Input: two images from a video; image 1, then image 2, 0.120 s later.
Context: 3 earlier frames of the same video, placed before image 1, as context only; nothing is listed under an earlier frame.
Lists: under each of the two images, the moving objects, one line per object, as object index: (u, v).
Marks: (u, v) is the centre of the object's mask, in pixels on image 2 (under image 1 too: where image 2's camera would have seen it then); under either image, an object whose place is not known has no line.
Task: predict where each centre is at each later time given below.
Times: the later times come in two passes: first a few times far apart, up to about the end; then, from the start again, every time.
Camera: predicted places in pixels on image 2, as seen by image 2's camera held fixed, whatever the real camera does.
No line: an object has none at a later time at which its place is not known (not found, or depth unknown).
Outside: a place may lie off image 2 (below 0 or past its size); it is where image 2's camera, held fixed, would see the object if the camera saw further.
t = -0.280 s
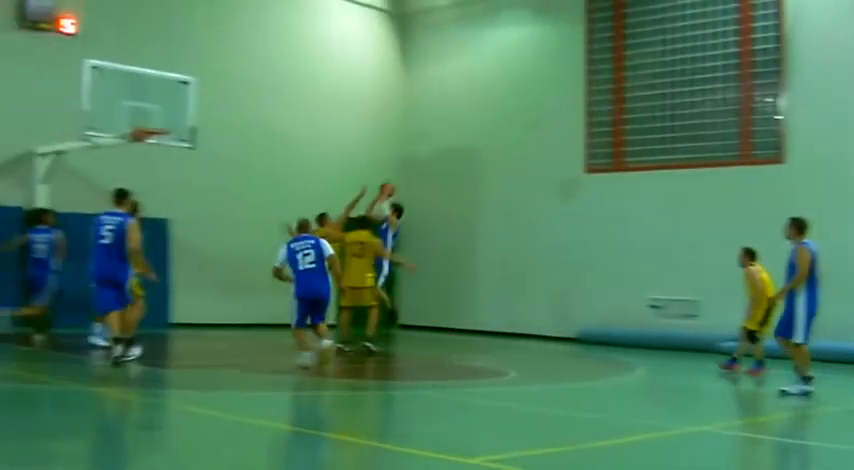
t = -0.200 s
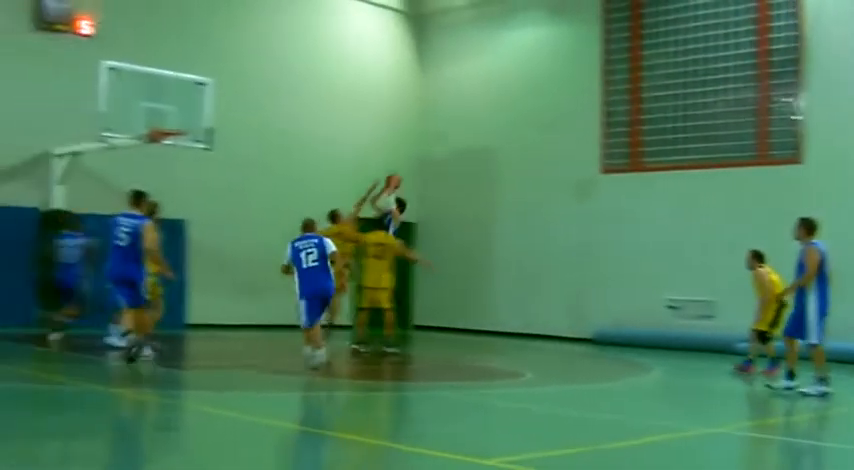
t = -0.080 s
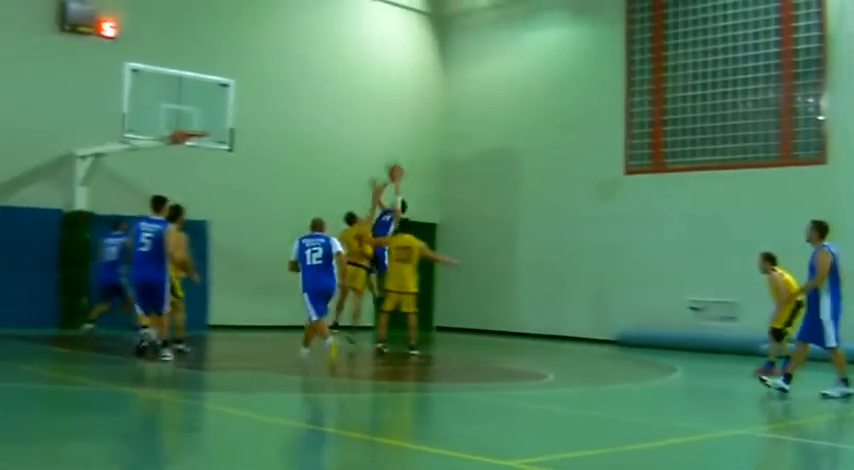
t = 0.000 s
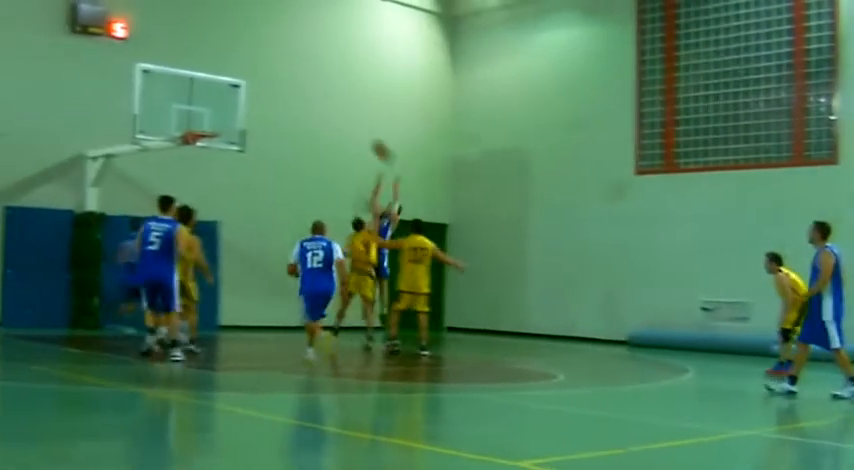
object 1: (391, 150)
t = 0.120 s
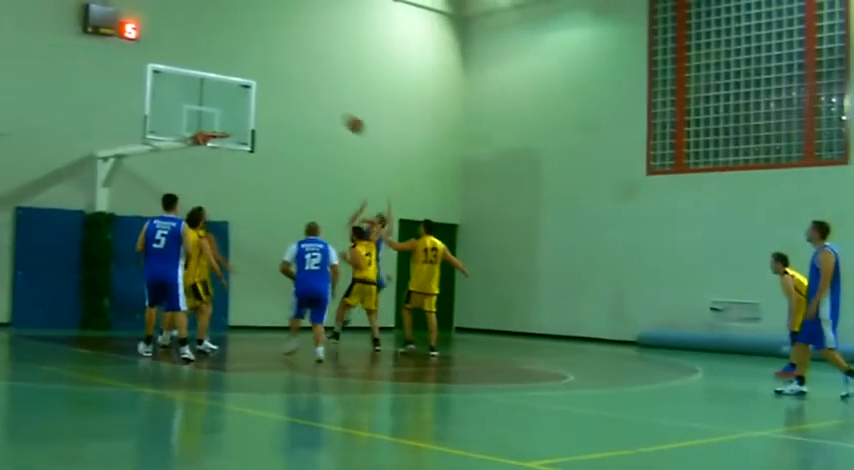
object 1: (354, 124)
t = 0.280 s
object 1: (302, 101)
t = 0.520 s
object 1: (222, 99)
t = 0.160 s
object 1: (341, 117)
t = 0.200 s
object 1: (327, 110)
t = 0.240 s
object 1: (315, 105)
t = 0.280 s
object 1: (302, 101)
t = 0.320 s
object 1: (290, 99)
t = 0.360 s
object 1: (276, 97)
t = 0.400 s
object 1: (264, 96)
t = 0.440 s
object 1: (247, 96)
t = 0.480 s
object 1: (235, 97)
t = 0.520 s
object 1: (222, 99)
